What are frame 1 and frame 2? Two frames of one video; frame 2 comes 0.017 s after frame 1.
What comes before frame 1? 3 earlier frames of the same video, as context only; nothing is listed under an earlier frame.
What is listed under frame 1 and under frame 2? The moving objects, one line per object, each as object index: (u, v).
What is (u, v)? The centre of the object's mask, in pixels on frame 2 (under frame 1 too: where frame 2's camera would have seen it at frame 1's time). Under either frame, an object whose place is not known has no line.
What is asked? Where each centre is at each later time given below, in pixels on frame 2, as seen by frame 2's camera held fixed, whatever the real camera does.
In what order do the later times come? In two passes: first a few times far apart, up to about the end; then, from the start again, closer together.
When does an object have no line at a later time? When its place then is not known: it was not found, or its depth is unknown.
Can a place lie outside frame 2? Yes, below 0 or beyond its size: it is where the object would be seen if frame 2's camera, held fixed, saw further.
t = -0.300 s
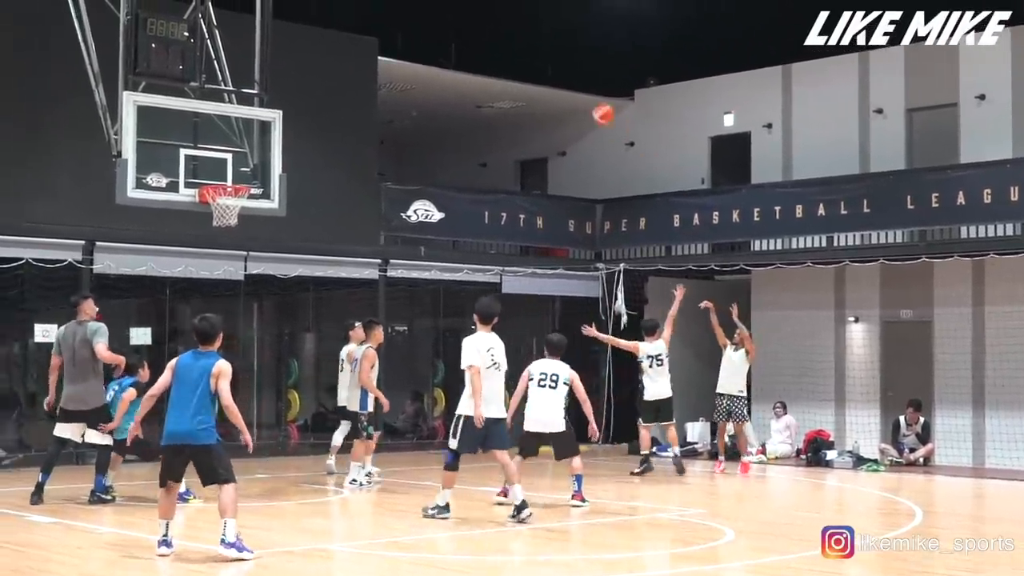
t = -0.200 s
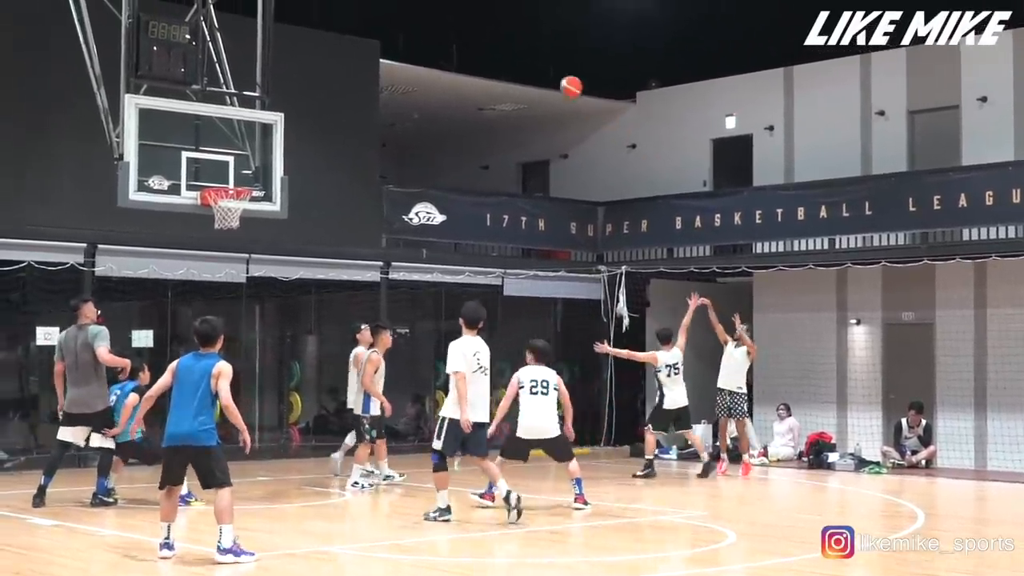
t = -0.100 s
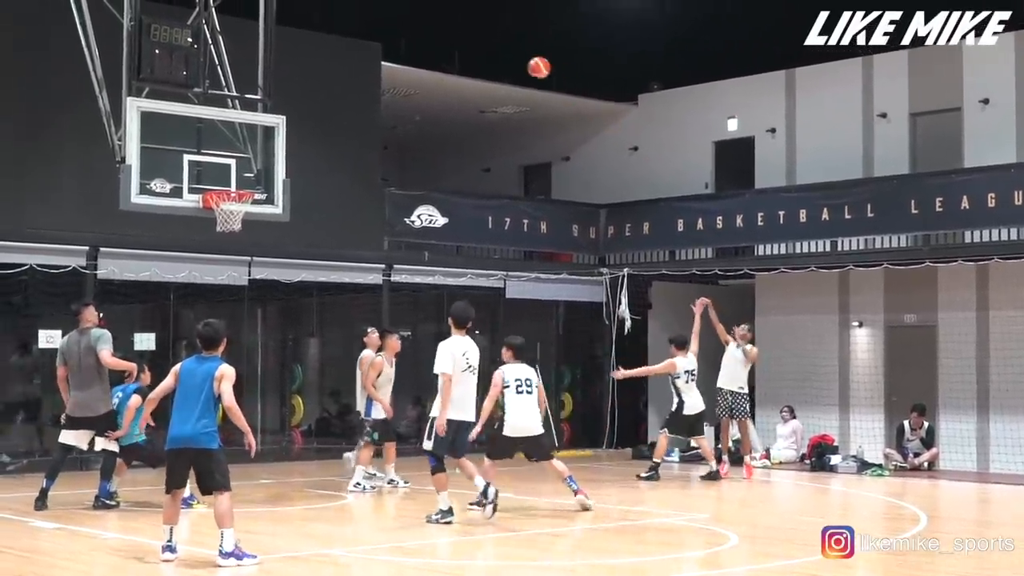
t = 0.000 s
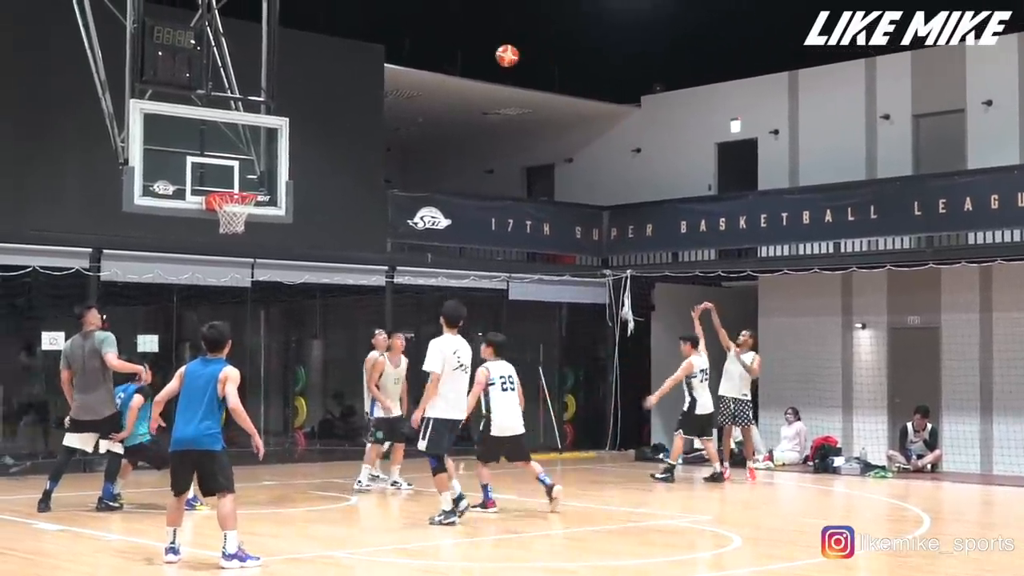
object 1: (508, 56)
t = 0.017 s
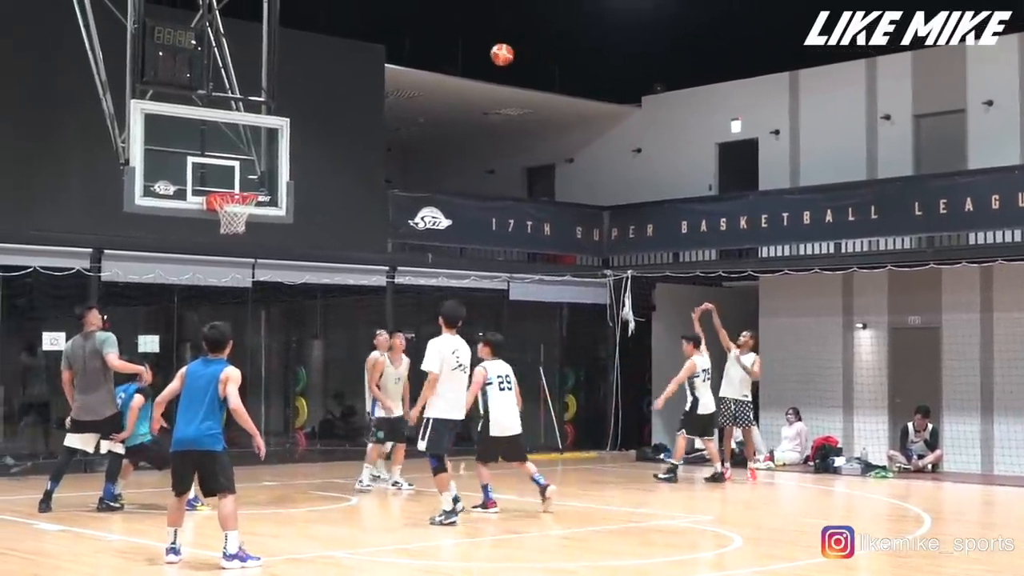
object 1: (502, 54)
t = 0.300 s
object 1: (400, 65)
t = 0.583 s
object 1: (292, 150)
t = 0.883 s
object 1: (278, 110)
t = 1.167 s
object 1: (301, 73)
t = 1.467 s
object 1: (325, 114)
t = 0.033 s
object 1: (496, 53)
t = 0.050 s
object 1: (490, 52)
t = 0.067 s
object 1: (484, 52)
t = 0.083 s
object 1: (478, 51)
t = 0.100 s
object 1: (472, 51)
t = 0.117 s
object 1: (467, 51)
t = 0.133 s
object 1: (461, 51)
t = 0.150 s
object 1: (454, 51)
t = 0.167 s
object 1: (448, 52)
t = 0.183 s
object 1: (442, 53)
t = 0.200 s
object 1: (436, 54)
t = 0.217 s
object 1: (430, 56)
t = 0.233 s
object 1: (424, 57)
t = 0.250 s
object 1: (418, 59)
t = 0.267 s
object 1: (412, 60)
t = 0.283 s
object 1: (406, 63)
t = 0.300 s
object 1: (400, 65)
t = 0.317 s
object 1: (393, 68)
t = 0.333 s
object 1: (386, 71)
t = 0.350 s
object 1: (381, 75)
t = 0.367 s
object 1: (375, 79)
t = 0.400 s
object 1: (362, 87)
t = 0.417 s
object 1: (355, 92)
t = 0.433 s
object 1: (349, 96)
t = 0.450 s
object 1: (342, 101)
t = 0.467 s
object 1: (336, 106)
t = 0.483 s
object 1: (330, 112)
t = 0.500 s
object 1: (323, 118)
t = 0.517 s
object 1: (317, 124)
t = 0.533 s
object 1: (310, 130)
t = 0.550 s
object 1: (304, 137)
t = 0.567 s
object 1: (298, 143)
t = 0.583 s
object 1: (292, 150)
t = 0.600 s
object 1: (285, 157)
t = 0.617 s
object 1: (277, 165)
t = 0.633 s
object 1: (271, 173)
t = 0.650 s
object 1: (264, 181)
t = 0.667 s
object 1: (259, 189)
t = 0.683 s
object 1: (259, 183)
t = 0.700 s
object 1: (262, 176)
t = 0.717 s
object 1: (263, 168)
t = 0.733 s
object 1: (264, 162)
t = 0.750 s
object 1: (266, 155)
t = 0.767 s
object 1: (267, 148)
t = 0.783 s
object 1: (269, 142)
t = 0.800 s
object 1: (270, 137)
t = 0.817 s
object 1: (272, 130)
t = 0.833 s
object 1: (273, 125)
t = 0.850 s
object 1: (275, 120)
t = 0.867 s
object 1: (276, 114)
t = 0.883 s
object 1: (278, 110)
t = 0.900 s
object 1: (280, 106)
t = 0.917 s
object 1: (281, 102)
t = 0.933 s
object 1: (282, 98)
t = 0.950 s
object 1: (283, 95)
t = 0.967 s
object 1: (285, 91)
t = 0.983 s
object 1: (286, 89)
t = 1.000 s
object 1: (288, 86)
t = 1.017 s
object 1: (289, 83)
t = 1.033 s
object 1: (290, 81)
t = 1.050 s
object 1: (292, 79)
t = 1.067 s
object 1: (293, 78)
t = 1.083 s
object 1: (294, 76)
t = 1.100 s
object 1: (296, 75)
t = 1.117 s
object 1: (297, 74)
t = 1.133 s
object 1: (298, 73)
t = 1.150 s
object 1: (300, 73)
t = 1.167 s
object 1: (301, 73)
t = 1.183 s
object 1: (303, 73)
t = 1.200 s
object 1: (304, 73)
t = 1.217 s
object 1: (305, 74)
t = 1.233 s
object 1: (306, 75)
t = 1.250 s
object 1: (308, 76)
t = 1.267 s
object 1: (309, 77)
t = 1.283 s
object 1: (310, 79)
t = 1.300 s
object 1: (311, 81)
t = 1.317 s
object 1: (313, 83)
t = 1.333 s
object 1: (314, 86)
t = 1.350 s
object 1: (316, 88)
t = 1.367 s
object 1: (317, 91)
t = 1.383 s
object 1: (318, 95)
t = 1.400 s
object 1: (320, 98)
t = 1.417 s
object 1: (321, 101)
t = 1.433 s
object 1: (323, 105)
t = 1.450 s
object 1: (324, 109)
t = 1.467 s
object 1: (325, 114)
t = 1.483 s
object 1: (326, 118)
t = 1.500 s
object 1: (328, 123)
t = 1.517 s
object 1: (329, 128)
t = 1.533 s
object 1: (330, 133)
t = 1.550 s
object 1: (331, 139)
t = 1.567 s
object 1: (332, 145)
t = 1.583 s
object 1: (333, 151)
